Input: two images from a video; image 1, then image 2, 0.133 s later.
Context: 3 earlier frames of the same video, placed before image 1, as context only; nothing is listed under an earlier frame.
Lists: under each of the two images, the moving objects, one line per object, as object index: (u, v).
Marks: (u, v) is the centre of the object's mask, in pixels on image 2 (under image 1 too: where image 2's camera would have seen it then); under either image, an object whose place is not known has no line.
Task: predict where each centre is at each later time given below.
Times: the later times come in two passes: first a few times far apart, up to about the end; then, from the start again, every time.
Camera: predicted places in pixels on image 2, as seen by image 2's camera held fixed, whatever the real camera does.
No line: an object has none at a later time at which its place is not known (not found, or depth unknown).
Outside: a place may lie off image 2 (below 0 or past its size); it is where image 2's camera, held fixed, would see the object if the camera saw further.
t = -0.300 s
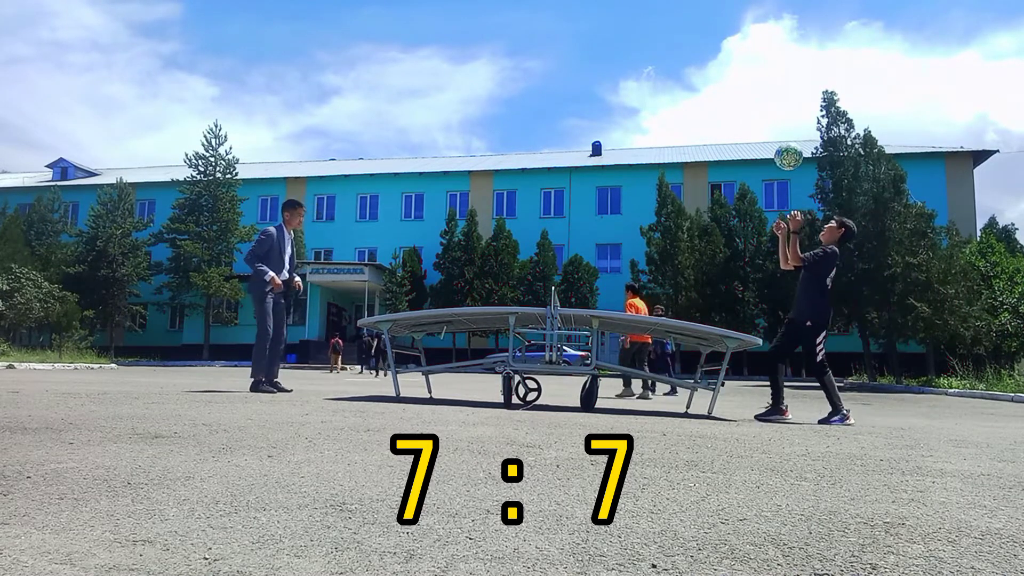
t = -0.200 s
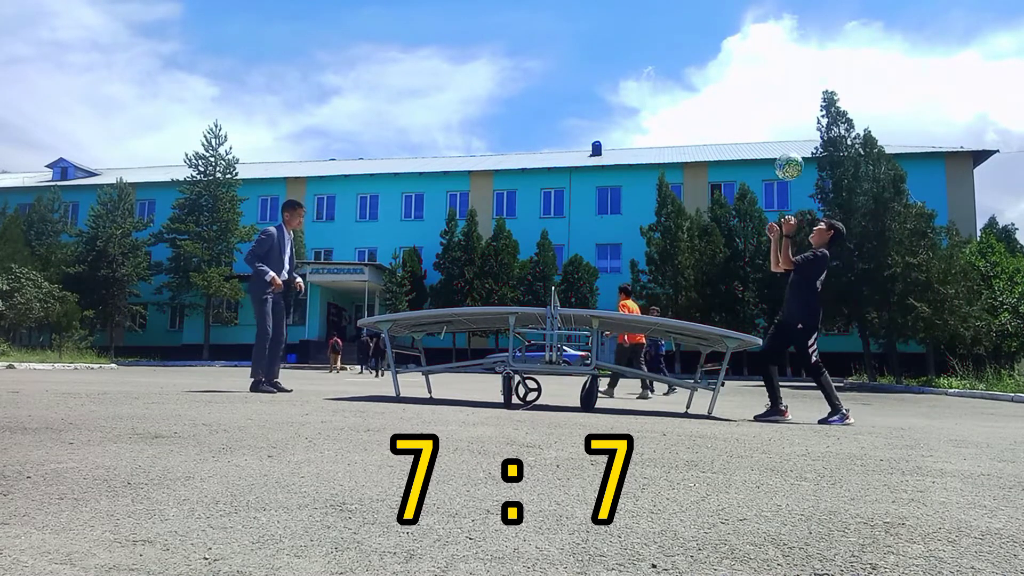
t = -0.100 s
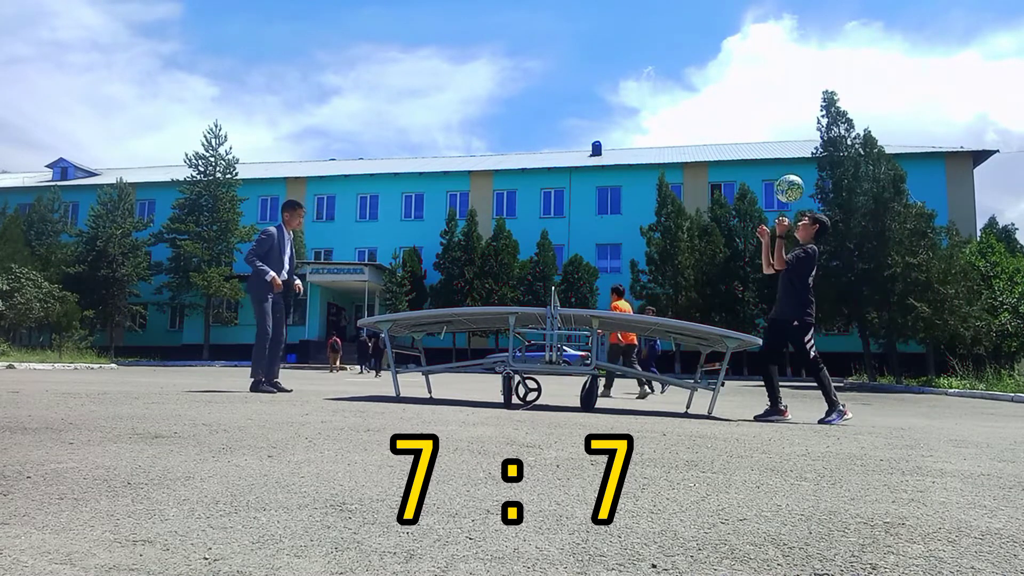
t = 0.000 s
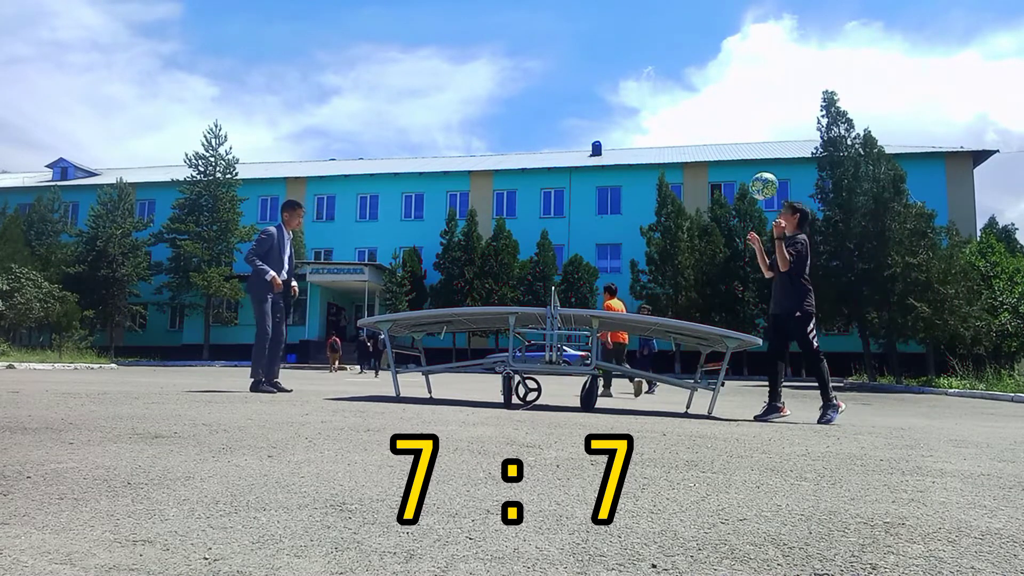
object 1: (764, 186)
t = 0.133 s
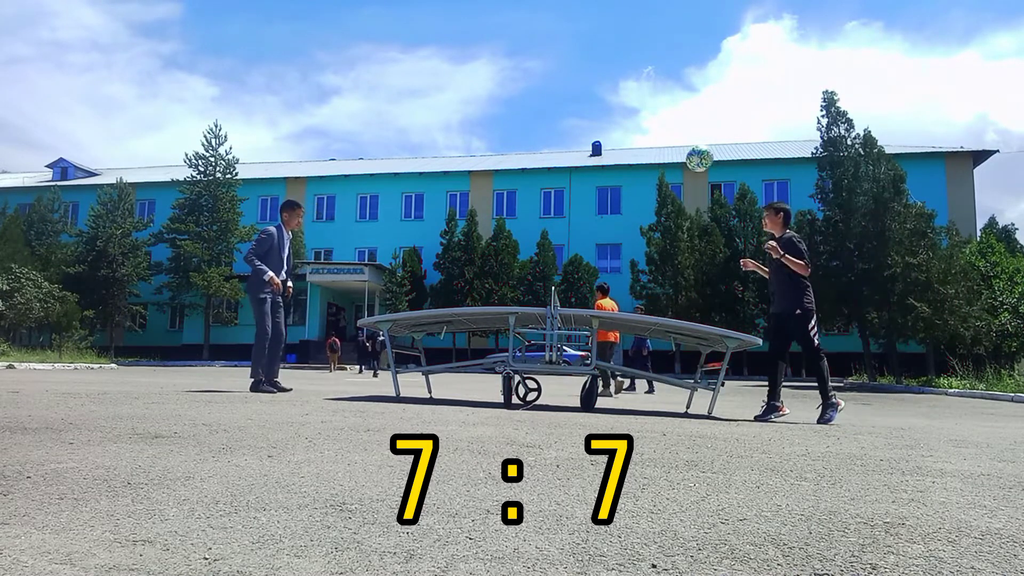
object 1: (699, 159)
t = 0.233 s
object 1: (653, 152)
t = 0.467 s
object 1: (552, 177)
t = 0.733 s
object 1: (440, 280)
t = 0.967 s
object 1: (359, 264)
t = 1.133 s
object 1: (304, 253)
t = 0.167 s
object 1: (684, 155)
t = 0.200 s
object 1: (668, 153)
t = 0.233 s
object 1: (653, 152)
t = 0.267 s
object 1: (639, 152)
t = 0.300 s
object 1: (624, 153)
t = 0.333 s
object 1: (609, 156)
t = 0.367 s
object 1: (595, 158)
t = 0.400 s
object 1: (580, 164)
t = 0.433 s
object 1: (566, 170)
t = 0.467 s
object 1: (552, 177)
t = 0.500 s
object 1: (537, 185)
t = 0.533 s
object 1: (523, 195)
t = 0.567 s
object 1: (509, 206)
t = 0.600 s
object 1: (495, 219)
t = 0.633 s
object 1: (482, 232)
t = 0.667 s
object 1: (468, 247)
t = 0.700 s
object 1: (454, 263)
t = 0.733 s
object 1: (440, 280)
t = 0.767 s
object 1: (426, 298)
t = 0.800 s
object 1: (414, 303)
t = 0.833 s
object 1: (403, 296)
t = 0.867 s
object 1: (392, 286)
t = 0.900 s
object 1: (381, 277)
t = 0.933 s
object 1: (371, 270)
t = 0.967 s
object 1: (359, 264)
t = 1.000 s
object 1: (348, 260)
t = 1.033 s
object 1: (337, 256)
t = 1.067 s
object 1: (326, 253)
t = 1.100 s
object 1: (315, 253)
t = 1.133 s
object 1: (304, 253)
